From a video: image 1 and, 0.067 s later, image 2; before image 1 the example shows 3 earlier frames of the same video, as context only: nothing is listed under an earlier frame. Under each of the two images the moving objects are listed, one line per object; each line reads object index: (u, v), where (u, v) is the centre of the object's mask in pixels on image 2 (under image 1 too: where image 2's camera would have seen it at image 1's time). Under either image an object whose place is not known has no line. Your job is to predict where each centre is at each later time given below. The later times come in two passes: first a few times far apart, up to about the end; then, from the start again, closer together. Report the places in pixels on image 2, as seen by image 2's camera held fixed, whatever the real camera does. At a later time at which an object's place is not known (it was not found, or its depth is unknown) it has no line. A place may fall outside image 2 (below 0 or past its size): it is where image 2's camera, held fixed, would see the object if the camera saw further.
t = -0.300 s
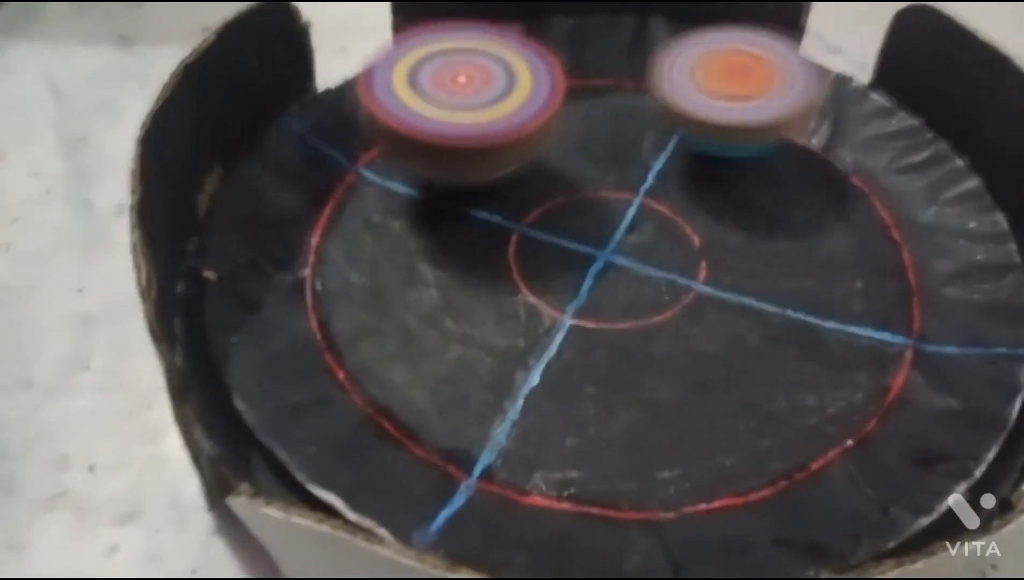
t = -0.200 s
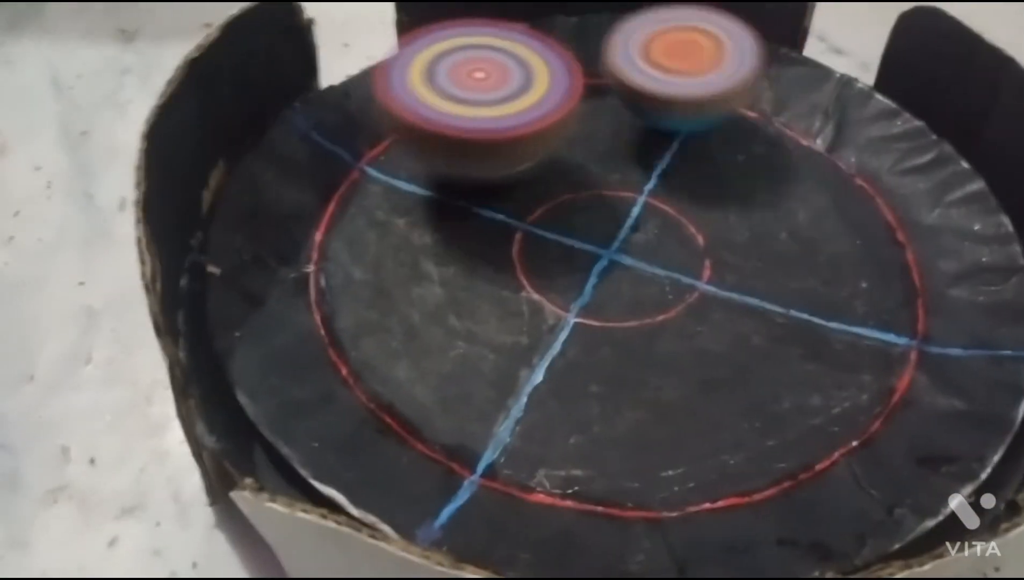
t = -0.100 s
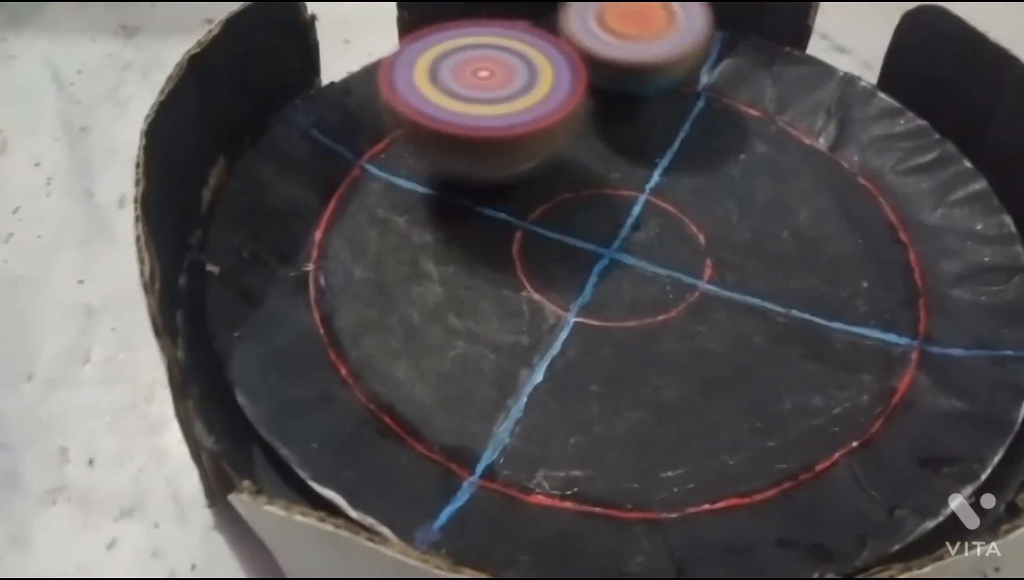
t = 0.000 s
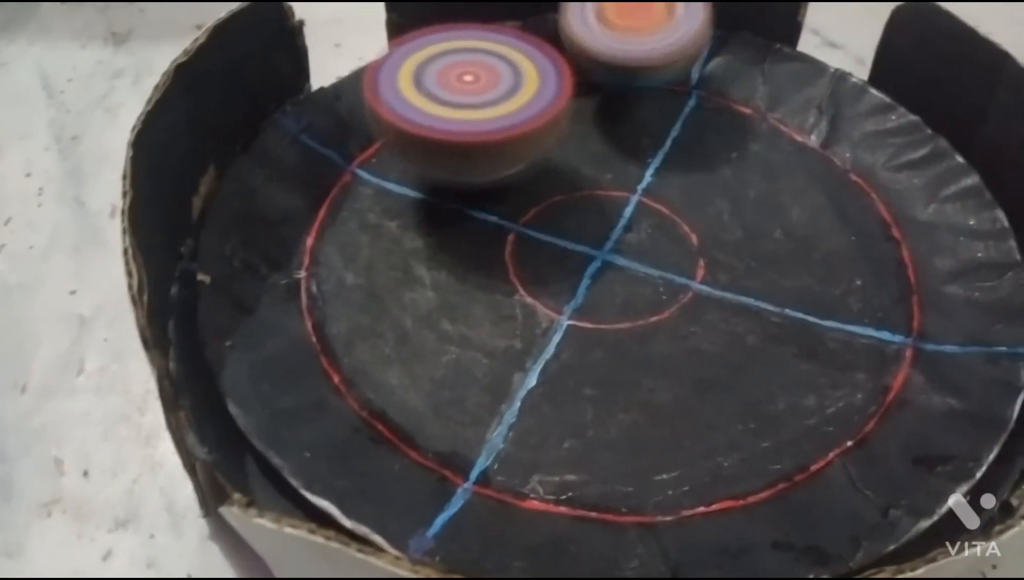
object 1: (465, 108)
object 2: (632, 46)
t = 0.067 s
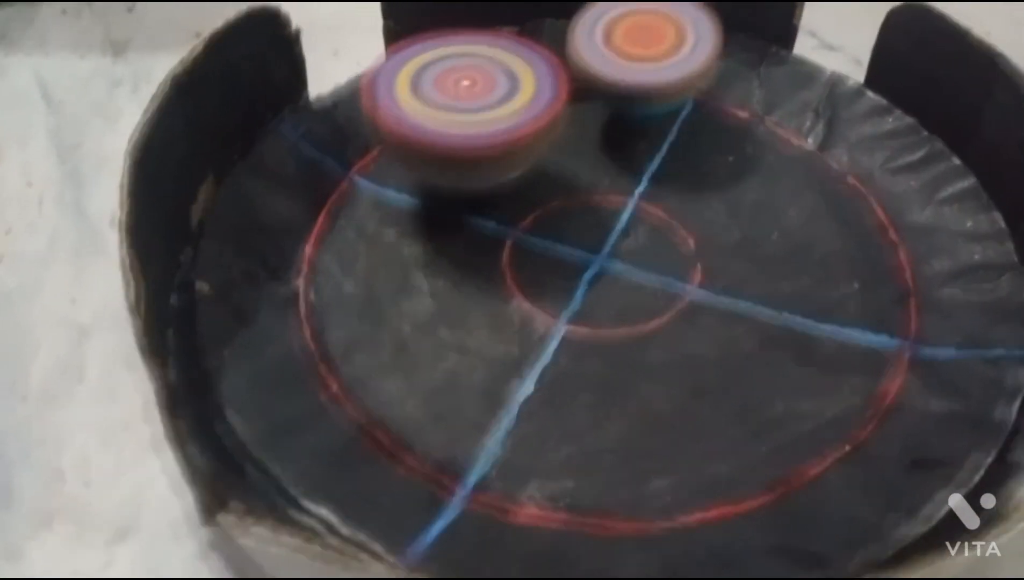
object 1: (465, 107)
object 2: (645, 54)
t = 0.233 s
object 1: (467, 108)
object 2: (605, 43)
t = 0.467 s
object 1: (474, 104)
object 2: (642, 48)
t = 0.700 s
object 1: (391, 201)
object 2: (703, 56)
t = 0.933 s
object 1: (352, 290)
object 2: (748, 102)
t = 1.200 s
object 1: (377, 288)
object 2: (652, 98)
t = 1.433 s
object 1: (511, 291)
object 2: (591, 85)
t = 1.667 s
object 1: (638, 241)
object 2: (569, 81)
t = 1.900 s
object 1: (703, 169)
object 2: (577, 78)
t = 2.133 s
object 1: (806, 131)
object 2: (506, 38)
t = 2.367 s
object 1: (799, 94)
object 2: (520, 54)
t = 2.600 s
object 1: (736, 66)
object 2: (453, 79)
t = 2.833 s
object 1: (653, 61)
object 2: (417, 124)
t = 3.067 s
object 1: (562, 70)
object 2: (384, 176)
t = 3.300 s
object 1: (502, 106)
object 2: (380, 227)
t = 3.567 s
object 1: (453, 116)
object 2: (467, 386)
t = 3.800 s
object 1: (454, 108)
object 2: (493, 394)
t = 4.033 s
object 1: (473, 102)
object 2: (646, 362)
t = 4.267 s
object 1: (475, 104)
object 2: (803, 250)
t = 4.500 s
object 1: (477, 101)
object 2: (833, 166)
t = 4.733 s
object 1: (476, 97)
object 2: (776, 103)
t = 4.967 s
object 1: (475, 102)
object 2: (697, 61)
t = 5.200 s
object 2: (612, 45)
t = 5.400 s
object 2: (708, 100)
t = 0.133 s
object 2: (633, 49)
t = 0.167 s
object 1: (468, 109)
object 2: (620, 51)
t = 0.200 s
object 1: (467, 109)
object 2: (611, 46)
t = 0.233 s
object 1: (467, 108)
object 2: (605, 43)
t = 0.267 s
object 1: (465, 107)
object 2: (600, 40)
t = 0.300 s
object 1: (465, 106)
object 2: (600, 37)
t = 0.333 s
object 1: (468, 106)
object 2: (607, 38)
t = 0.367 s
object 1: (469, 104)
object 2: (619, 41)
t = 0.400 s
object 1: (471, 105)
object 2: (628, 44)
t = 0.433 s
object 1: (472, 104)
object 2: (638, 47)
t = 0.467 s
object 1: (474, 104)
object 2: (642, 48)
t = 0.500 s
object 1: (474, 103)
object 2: (639, 50)
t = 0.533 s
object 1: (474, 103)
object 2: (631, 52)
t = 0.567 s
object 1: (473, 106)
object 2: (624, 53)
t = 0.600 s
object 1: (449, 133)
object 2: (624, 37)
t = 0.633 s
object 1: (426, 160)
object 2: (652, 28)
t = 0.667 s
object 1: (405, 183)
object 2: (680, 34)
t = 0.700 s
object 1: (391, 201)
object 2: (703, 56)
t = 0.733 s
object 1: (378, 216)
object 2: (718, 63)
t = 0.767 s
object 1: (371, 231)
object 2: (727, 70)
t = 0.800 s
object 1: (368, 246)
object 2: (742, 78)
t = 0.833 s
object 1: (362, 260)
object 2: (750, 83)
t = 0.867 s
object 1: (359, 272)
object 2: (754, 90)
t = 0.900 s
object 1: (356, 283)
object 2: (753, 96)
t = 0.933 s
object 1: (352, 290)
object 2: (748, 102)
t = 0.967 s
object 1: (348, 293)
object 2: (744, 106)
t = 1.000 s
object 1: (344, 290)
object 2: (739, 111)
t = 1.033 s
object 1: (341, 287)
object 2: (730, 114)
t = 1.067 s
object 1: (342, 285)
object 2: (717, 114)
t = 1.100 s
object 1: (346, 284)
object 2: (703, 114)
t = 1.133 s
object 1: (352, 283)
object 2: (690, 110)
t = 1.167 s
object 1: (362, 285)
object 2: (675, 104)
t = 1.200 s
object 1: (377, 288)
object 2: (652, 98)
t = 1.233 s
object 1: (393, 293)
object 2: (631, 95)
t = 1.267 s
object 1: (412, 294)
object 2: (618, 94)
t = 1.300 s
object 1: (430, 294)
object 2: (611, 93)
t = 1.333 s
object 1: (452, 290)
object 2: (605, 92)
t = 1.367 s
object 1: (474, 293)
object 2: (601, 90)
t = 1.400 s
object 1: (491, 295)
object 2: (598, 88)
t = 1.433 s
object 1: (511, 291)
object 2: (591, 85)
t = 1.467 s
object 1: (533, 285)
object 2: (584, 83)
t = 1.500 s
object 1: (554, 280)
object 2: (579, 83)
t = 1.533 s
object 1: (574, 275)
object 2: (575, 82)
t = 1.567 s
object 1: (591, 266)
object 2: (571, 82)
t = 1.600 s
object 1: (609, 257)
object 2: (570, 82)
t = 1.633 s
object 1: (624, 249)
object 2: (568, 81)
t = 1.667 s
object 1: (638, 241)
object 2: (569, 81)
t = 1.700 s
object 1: (656, 234)
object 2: (571, 81)
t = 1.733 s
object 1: (667, 221)
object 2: (574, 80)
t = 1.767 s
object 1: (675, 209)
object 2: (576, 79)
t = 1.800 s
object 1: (685, 199)
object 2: (579, 78)
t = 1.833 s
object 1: (692, 189)
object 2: (579, 78)
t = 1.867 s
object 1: (698, 179)
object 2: (579, 77)
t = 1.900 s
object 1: (703, 169)
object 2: (577, 78)
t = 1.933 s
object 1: (730, 163)
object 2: (556, 73)
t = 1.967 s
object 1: (755, 162)
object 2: (537, 66)
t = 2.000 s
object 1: (773, 157)
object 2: (519, 58)
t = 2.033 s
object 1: (786, 151)
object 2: (508, 54)
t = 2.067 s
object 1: (794, 145)
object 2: (502, 47)
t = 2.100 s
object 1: (799, 139)
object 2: (505, 41)
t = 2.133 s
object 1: (806, 131)
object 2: (506, 38)
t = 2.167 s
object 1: (809, 125)
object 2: (509, 39)
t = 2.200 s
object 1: (808, 119)
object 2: (514, 42)
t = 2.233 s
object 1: (809, 114)
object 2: (524, 47)
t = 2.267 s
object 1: (811, 108)
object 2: (534, 51)
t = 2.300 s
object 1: (810, 104)
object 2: (536, 51)
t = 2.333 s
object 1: (804, 99)
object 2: (531, 52)
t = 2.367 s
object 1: (799, 94)
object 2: (520, 54)
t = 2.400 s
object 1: (796, 90)
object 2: (507, 55)
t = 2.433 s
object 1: (790, 84)
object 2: (495, 59)
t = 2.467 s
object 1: (782, 79)
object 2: (487, 62)
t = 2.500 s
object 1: (771, 73)
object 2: (478, 66)
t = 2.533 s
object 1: (761, 69)
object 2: (470, 70)
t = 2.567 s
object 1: (752, 68)
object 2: (460, 75)
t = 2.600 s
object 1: (736, 66)
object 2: (453, 79)
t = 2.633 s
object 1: (724, 64)
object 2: (447, 84)
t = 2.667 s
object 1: (713, 63)
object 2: (444, 90)
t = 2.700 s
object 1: (702, 62)
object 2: (442, 98)
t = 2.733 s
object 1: (686, 59)
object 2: (437, 103)
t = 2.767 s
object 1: (675, 60)
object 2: (432, 109)
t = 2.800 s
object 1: (667, 61)
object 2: (425, 115)
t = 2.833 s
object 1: (653, 61)
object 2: (417, 124)
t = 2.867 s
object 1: (635, 59)
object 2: (411, 131)
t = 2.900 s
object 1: (622, 61)
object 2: (403, 137)
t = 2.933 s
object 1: (607, 63)
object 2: (395, 146)
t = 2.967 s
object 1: (592, 63)
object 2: (391, 155)
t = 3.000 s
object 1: (583, 64)
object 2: (386, 163)
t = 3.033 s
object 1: (572, 67)
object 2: (385, 170)
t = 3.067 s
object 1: (562, 70)
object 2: (384, 176)
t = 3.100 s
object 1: (551, 71)
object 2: (383, 180)
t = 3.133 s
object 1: (544, 74)
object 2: (384, 185)
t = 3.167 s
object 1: (532, 82)
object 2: (386, 191)
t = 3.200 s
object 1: (521, 88)
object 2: (384, 198)
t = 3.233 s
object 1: (515, 92)
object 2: (383, 205)
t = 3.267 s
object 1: (511, 101)
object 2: (382, 213)
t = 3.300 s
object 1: (502, 106)
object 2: (380, 227)
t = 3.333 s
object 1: (493, 107)
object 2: (388, 242)
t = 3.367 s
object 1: (490, 112)
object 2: (396, 251)
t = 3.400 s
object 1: (480, 115)
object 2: (407, 265)
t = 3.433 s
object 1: (469, 117)
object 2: (426, 305)
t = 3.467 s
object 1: (464, 115)
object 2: (436, 334)
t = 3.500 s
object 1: (457, 116)
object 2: (447, 352)
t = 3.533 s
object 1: (455, 116)
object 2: (458, 370)
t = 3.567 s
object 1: (453, 116)
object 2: (467, 386)
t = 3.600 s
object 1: (449, 116)
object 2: (478, 400)
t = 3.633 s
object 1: (450, 114)
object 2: (489, 410)
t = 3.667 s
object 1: (450, 114)
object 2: (491, 410)
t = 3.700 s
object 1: (449, 112)
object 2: (490, 407)
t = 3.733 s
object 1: (452, 111)
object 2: (488, 402)
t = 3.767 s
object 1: (451, 110)
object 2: (488, 399)
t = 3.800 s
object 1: (454, 108)
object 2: (493, 394)
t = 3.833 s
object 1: (458, 107)
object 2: (503, 391)
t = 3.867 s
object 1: (460, 104)
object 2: (519, 389)
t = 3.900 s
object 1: (466, 104)
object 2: (535, 387)
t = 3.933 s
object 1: (466, 103)
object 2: (554, 387)
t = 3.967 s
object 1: (470, 102)
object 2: (578, 384)
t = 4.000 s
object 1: (473, 102)
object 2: (611, 375)
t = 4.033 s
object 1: (473, 102)
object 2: (646, 362)
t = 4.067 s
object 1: (476, 101)
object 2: (678, 342)
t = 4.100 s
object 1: (475, 104)
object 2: (701, 327)
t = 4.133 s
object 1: (476, 103)
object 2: (720, 315)
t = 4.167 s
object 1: (477, 105)
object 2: (738, 300)
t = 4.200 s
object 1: (476, 103)
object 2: (761, 283)
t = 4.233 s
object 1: (478, 103)
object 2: (785, 266)
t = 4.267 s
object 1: (475, 104)
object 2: (803, 250)
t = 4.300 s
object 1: (476, 102)
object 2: (812, 238)
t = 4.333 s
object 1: (476, 102)
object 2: (821, 223)
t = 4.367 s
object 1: (476, 100)
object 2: (830, 213)
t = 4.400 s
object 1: (477, 101)
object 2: (837, 202)
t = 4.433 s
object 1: (475, 100)
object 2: (840, 190)
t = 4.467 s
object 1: (478, 100)
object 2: (838, 177)
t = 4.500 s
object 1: (477, 101)
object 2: (833, 166)
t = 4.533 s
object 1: (476, 99)
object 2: (827, 157)
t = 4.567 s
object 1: (475, 100)
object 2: (818, 148)
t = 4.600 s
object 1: (473, 98)
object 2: (808, 141)
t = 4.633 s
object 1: (476, 98)
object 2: (801, 132)
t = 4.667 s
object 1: (474, 98)
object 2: (791, 123)
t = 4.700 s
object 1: (476, 98)
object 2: (782, 112)
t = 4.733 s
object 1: (476, 97)
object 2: (776, 103)
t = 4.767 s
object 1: (477, 98)
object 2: (767, 94)
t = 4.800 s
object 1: (477, 98)
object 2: (757, 87)
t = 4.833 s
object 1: (475, 98)
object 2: (748, 80)
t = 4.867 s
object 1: (477, 99)
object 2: (737, 75)
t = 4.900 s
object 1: (475, 99)
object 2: (724, 69)
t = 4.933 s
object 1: (477, 99)
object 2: (711, 64)
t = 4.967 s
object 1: (475, 102)
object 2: (697, 61)
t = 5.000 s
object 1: (476, 101)
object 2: (685, 58)
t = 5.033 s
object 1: (475, 103)
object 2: (674, 57)
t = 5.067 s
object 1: (474, 103)
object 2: (662, 56)
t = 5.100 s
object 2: (649, 54)
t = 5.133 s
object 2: (636, 51)
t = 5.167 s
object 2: (625, 47)
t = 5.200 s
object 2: (612, 45)
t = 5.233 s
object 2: (596, 36)
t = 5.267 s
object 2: (609, 36)
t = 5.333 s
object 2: (665, 76)
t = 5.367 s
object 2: (689, 82)
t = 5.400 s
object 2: (708, 100)
